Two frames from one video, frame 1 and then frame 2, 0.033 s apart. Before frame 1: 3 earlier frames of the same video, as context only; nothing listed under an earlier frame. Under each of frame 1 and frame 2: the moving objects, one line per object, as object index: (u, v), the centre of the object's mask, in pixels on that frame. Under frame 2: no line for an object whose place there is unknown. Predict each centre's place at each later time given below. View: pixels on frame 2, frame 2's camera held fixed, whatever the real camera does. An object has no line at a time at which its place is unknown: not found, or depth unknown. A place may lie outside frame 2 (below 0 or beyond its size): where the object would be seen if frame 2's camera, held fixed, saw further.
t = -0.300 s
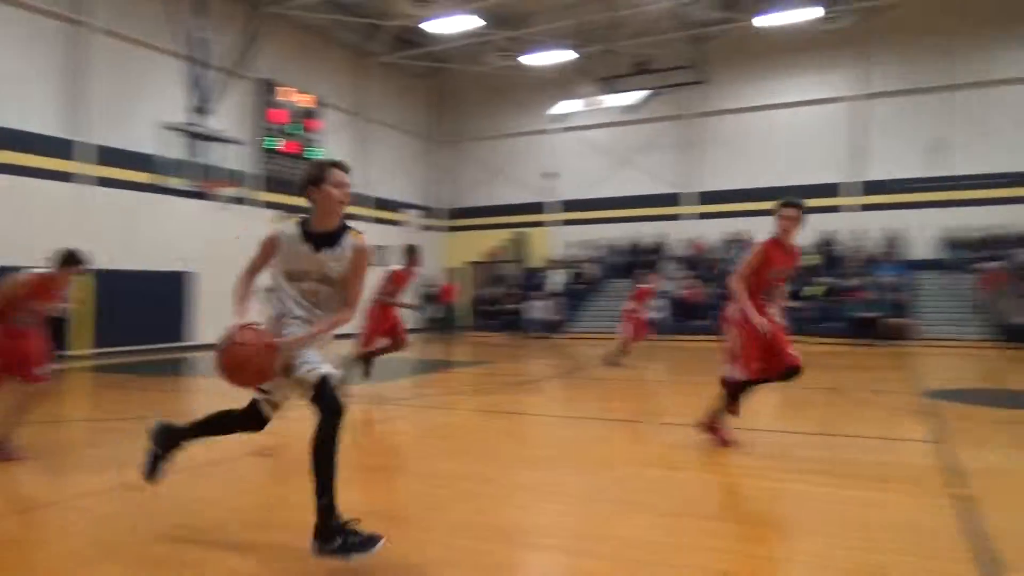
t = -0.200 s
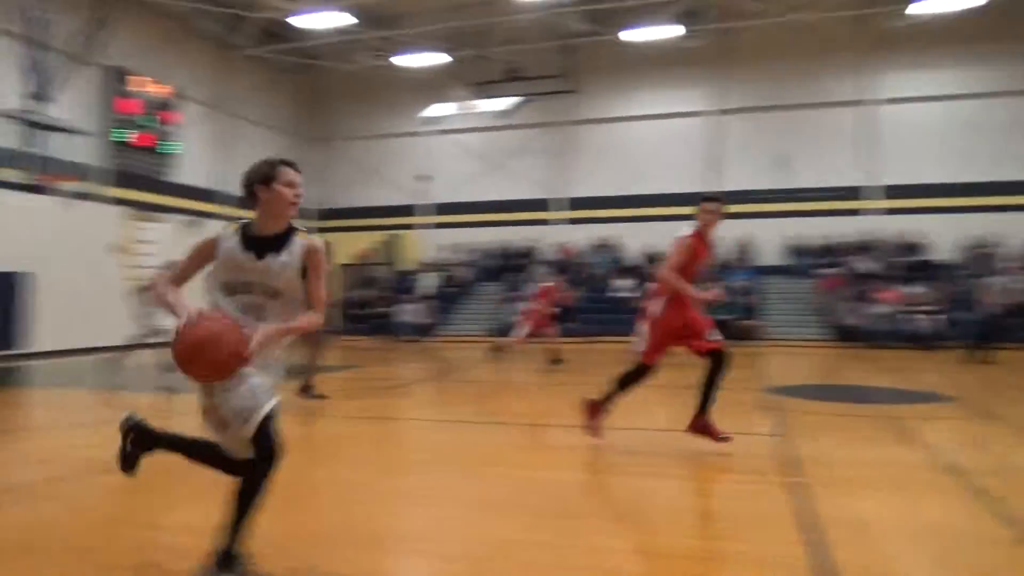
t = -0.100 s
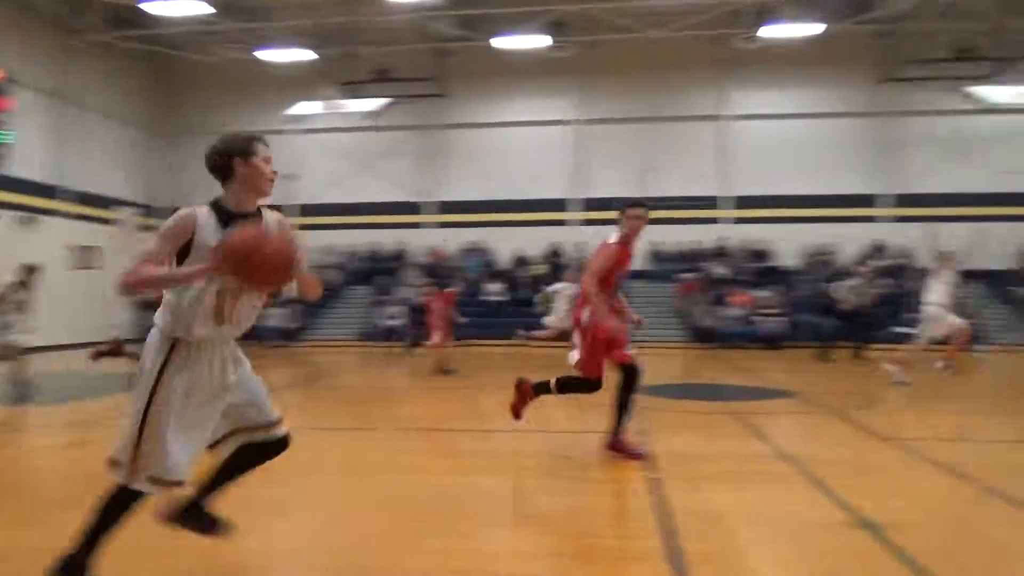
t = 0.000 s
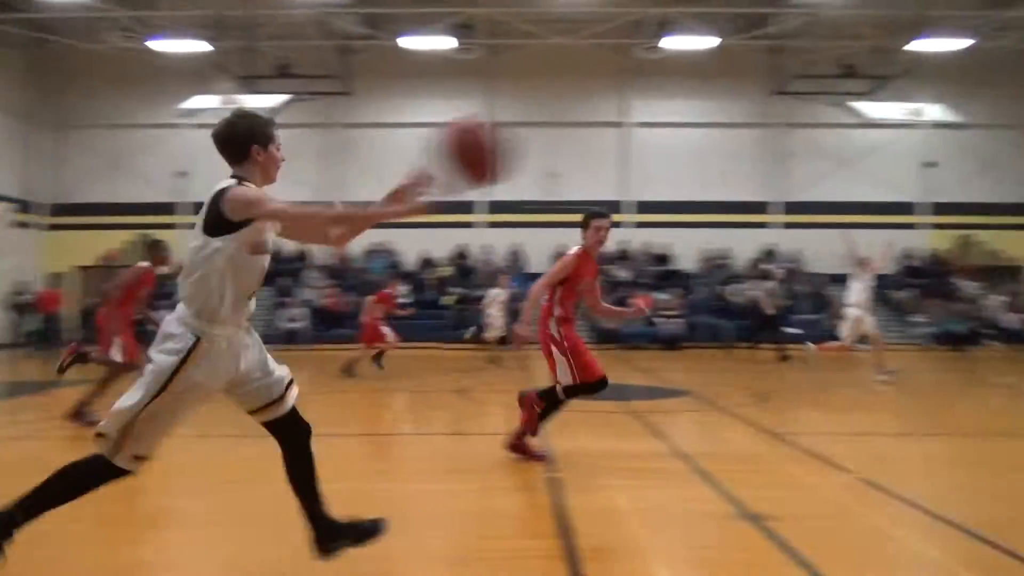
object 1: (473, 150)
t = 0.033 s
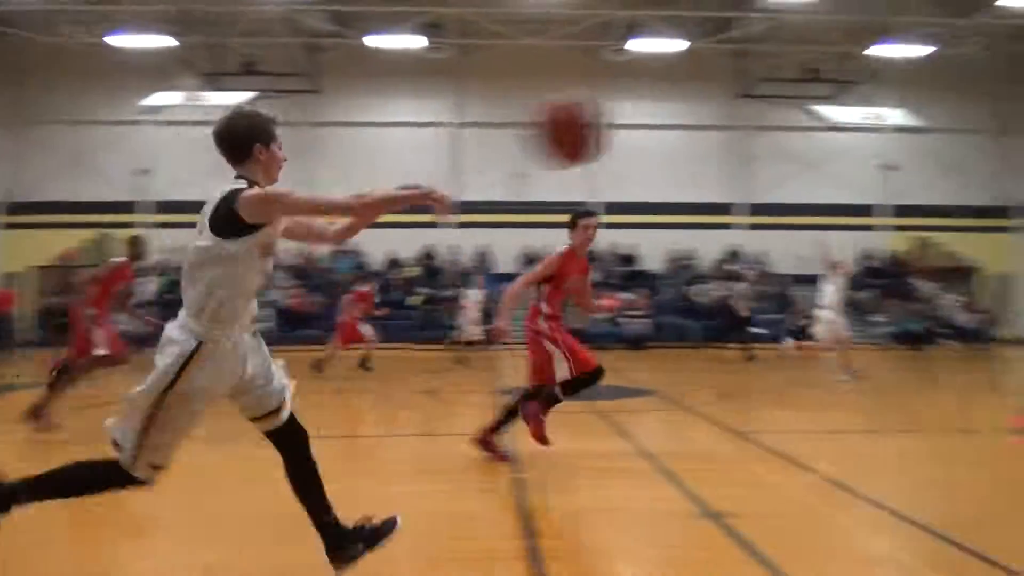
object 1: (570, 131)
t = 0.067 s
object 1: (690, 114)
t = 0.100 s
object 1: (799, 101)
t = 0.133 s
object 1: (902, 90)
